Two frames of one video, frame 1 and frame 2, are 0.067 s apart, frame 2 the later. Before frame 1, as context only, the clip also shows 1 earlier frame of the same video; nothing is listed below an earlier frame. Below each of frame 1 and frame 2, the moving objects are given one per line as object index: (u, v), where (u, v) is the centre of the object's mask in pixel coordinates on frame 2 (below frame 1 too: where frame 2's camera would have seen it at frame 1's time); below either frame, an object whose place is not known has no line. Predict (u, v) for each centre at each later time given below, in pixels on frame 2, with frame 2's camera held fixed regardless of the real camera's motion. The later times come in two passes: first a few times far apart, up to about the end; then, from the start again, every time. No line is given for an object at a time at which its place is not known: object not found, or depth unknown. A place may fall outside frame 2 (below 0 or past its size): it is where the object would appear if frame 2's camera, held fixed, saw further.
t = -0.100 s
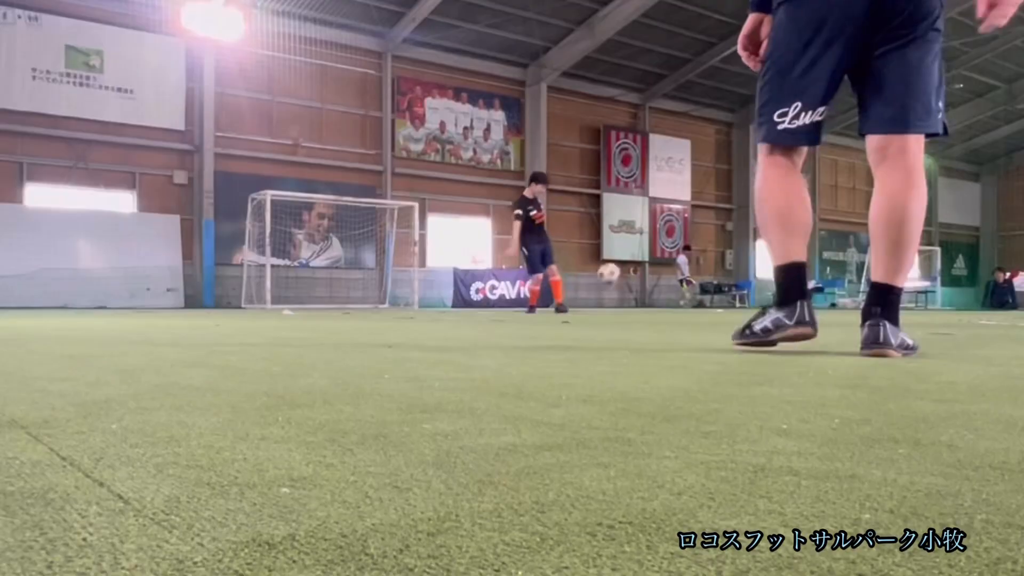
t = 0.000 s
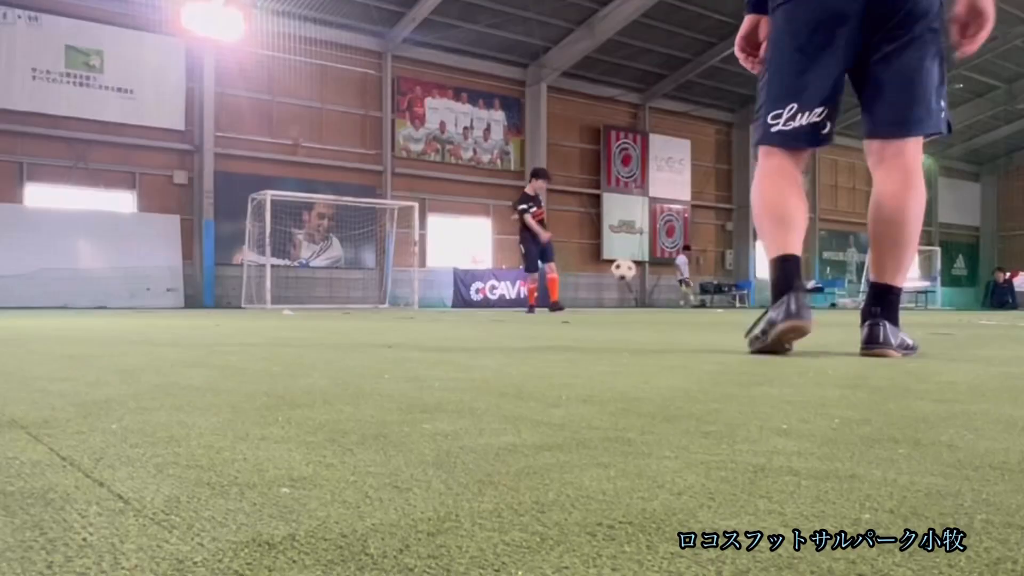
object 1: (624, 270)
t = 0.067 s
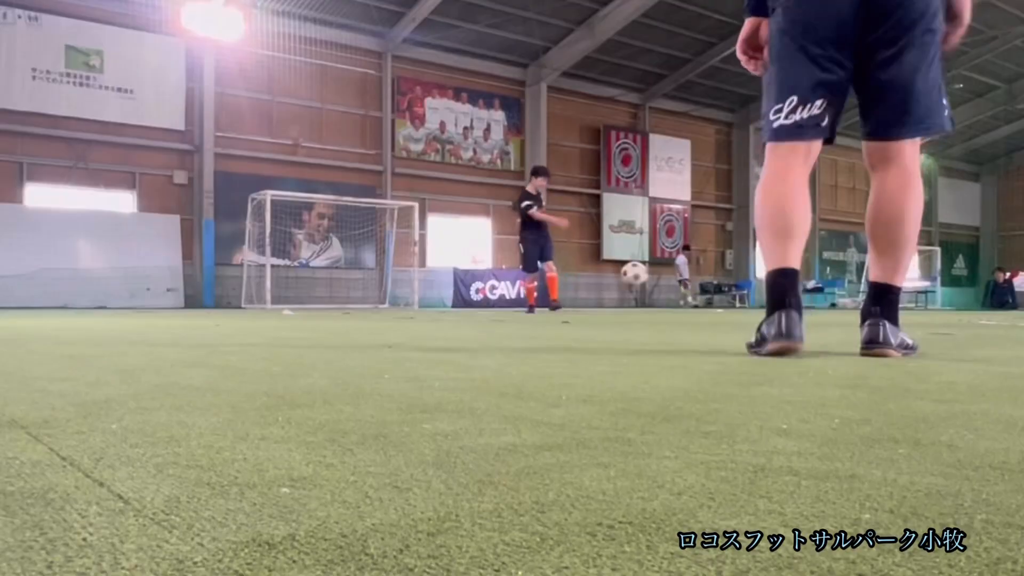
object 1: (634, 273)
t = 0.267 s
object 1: (675, 299)
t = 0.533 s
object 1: (728, 303)
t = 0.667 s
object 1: (758, 305)
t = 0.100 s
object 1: (641, 278)
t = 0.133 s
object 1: (648, 283)
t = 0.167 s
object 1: (655, 292)
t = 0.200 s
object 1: (662, 301)
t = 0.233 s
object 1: (669, 303)
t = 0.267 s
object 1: (675, 299)
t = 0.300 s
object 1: (681, 296)
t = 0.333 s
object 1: (687, 295)
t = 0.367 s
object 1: (693, 294)
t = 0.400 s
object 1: (700, 297)
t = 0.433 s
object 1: (708, 300)
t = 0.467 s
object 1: (716, 306)
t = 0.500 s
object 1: (722, 304)
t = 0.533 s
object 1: (728, 303)
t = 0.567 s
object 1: (735, 303)
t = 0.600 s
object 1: (742, 305)
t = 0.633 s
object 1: (750, 306)
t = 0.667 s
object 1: (758, 305)
